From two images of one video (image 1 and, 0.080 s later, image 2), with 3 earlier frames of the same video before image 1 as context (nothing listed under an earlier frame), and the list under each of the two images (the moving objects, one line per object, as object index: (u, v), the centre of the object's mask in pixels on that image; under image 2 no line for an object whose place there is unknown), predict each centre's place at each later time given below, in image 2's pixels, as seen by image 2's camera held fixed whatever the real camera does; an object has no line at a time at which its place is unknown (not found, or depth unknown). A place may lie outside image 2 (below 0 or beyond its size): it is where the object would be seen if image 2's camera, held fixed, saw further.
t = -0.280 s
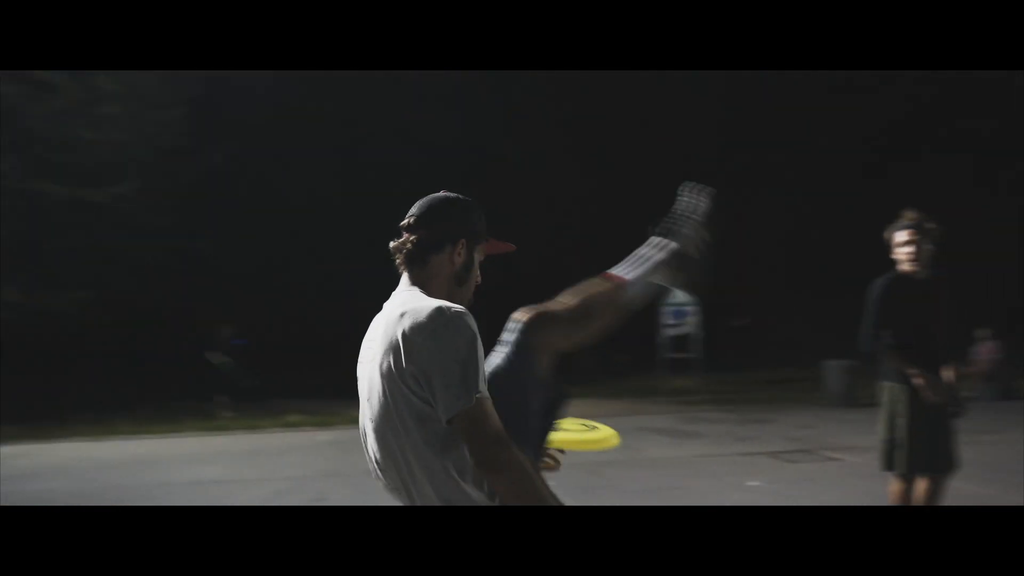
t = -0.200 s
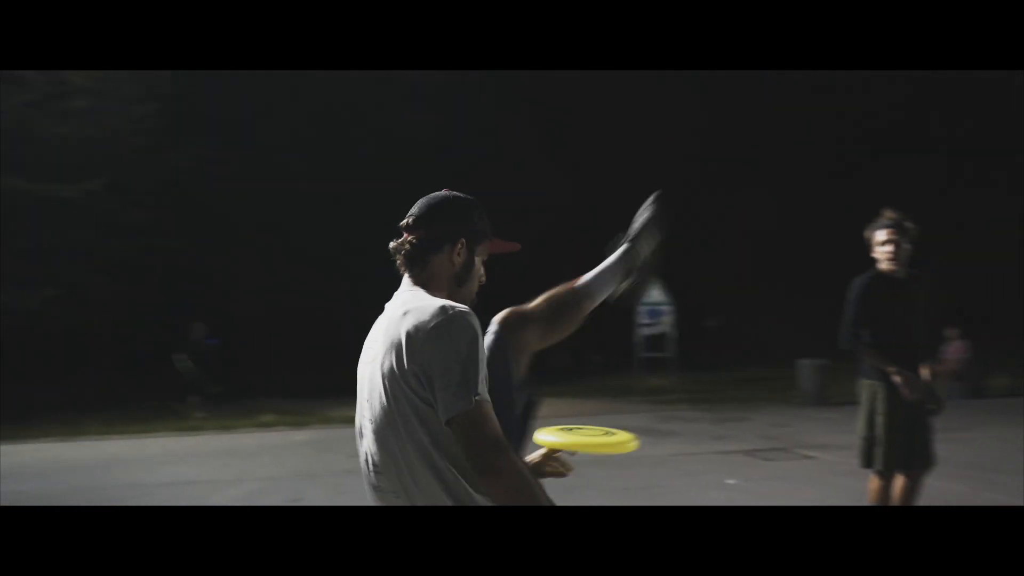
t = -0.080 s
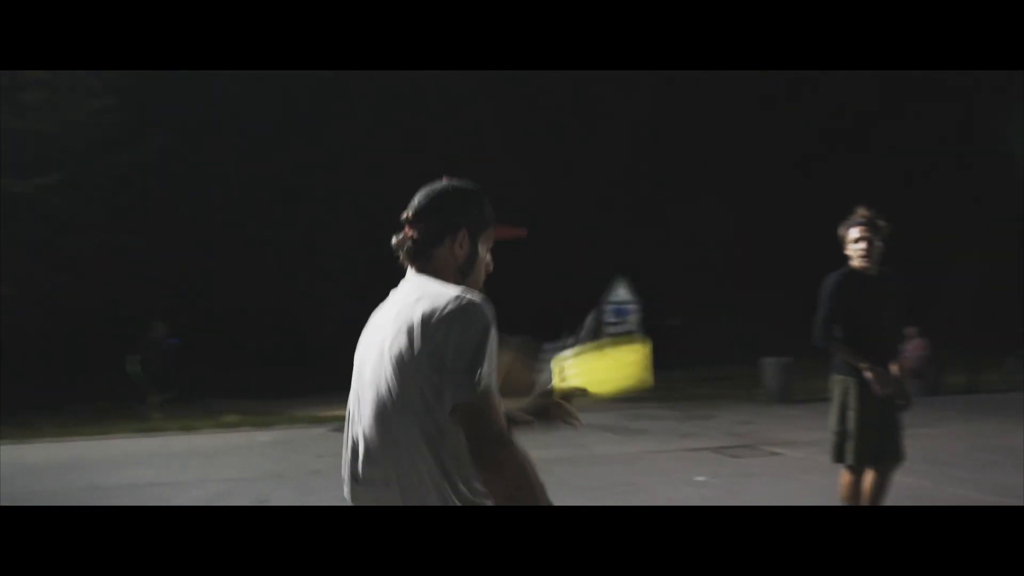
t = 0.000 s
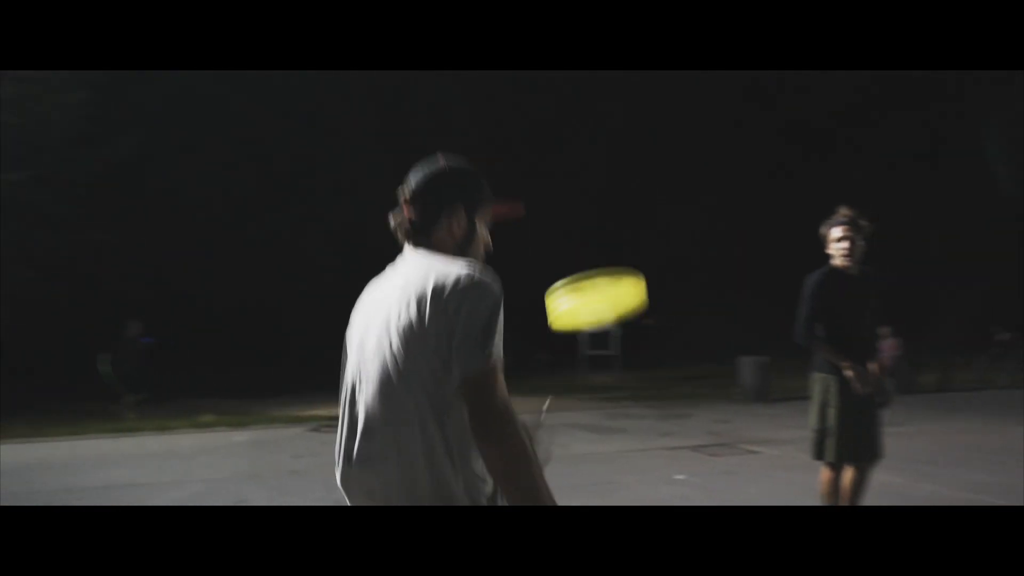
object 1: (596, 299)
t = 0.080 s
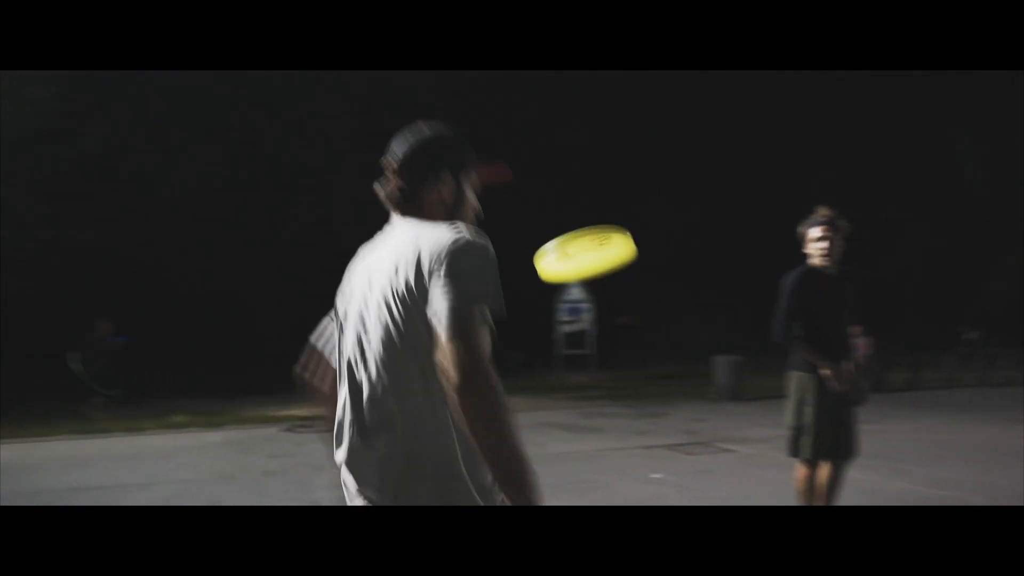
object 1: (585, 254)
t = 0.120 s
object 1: (589, 246)
